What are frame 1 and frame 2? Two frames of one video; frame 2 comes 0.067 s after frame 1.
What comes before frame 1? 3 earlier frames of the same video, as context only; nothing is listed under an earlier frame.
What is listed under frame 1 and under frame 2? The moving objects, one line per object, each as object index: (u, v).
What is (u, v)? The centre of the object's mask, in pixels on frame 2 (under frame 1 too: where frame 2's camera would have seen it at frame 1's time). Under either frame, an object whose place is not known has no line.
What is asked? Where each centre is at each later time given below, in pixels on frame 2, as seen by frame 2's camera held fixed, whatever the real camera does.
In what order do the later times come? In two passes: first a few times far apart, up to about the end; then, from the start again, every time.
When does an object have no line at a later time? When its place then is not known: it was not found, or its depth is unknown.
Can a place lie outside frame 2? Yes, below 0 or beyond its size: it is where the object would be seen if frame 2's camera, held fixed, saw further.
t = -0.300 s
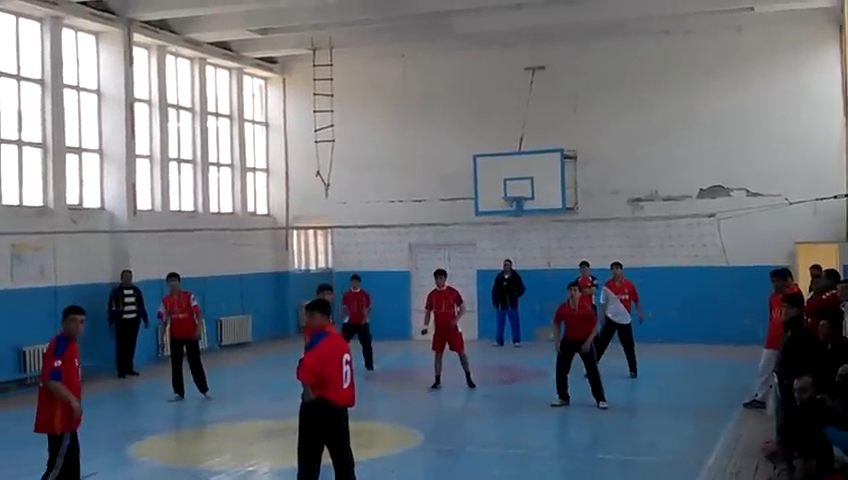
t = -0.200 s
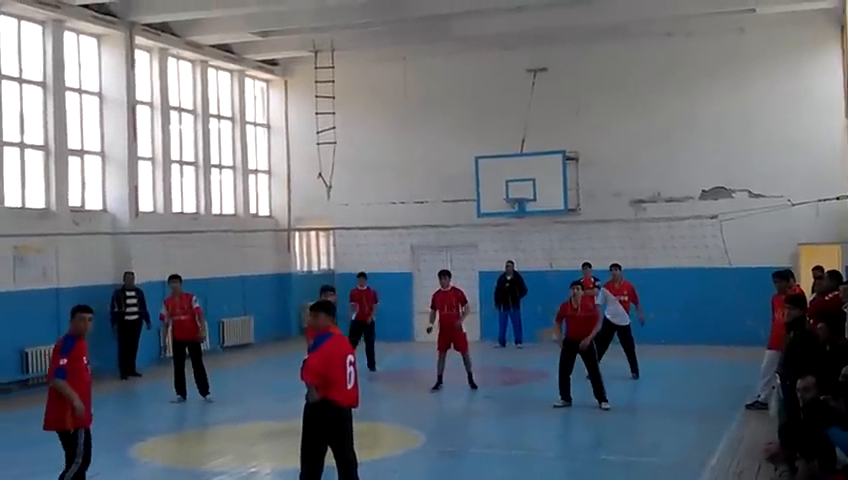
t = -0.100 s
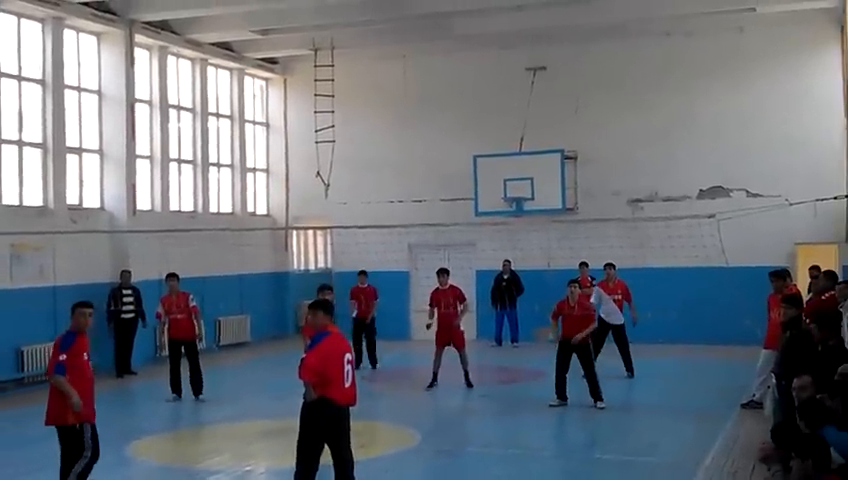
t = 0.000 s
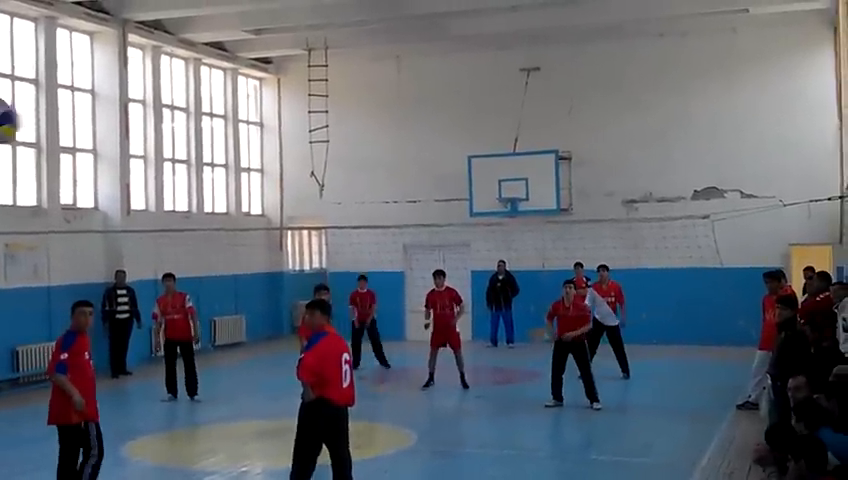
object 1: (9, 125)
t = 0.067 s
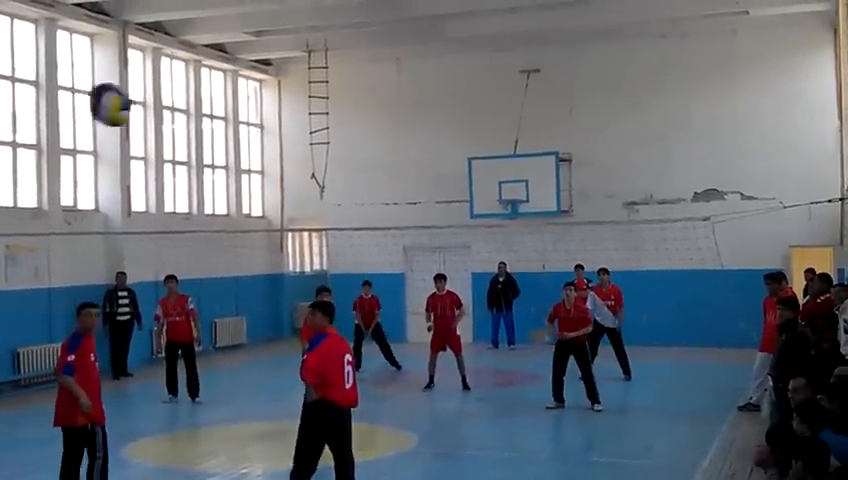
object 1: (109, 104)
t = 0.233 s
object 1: (277, 116)
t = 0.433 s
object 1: (376, 166)
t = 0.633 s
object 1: (431, 232)
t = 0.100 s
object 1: (156, 103)
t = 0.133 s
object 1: (195, 104)
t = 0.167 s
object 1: (225, 107)
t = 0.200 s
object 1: (253, 111)
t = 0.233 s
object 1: (277, 116)
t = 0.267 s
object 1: (299, 122)
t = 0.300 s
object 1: (318, 130)
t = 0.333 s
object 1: (334, 138)
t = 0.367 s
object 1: (351, 146)
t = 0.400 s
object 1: (364, 156)
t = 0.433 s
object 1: (376, 166)
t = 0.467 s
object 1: (387, 176)
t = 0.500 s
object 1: (397, 187)
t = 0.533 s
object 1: (407, 197)
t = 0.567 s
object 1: (415, 208)
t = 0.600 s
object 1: (423, 219)
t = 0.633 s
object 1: (431, 232)
